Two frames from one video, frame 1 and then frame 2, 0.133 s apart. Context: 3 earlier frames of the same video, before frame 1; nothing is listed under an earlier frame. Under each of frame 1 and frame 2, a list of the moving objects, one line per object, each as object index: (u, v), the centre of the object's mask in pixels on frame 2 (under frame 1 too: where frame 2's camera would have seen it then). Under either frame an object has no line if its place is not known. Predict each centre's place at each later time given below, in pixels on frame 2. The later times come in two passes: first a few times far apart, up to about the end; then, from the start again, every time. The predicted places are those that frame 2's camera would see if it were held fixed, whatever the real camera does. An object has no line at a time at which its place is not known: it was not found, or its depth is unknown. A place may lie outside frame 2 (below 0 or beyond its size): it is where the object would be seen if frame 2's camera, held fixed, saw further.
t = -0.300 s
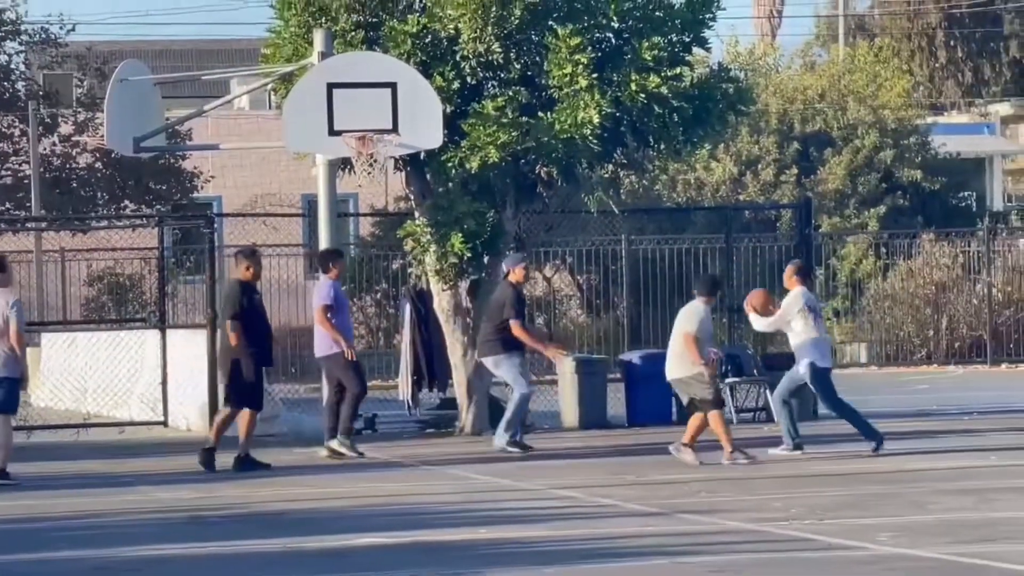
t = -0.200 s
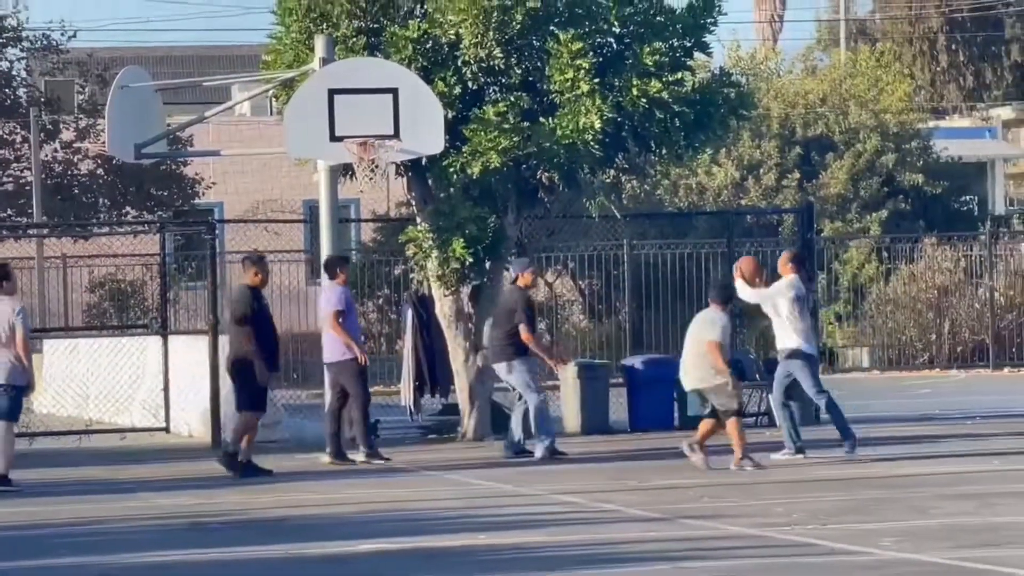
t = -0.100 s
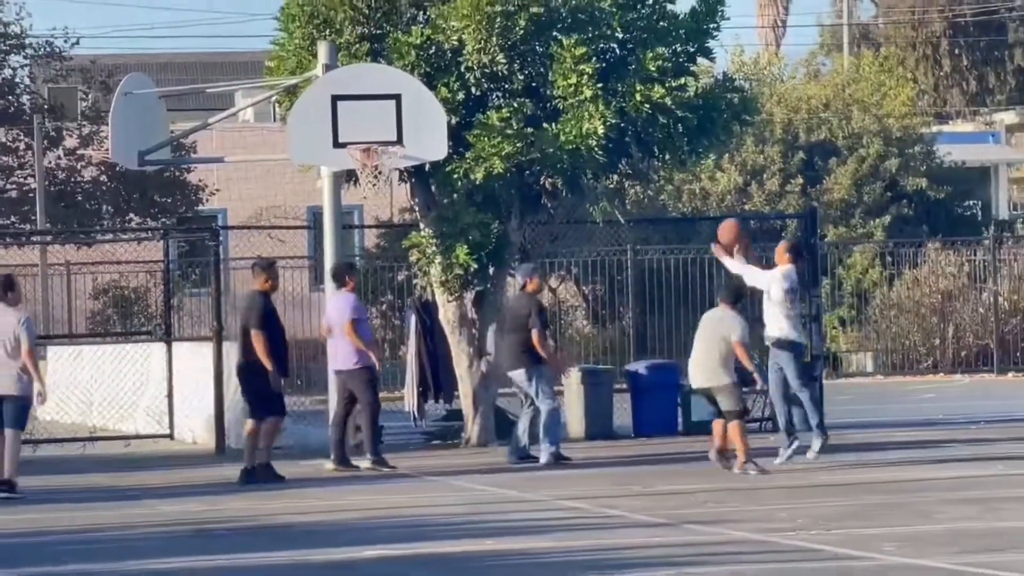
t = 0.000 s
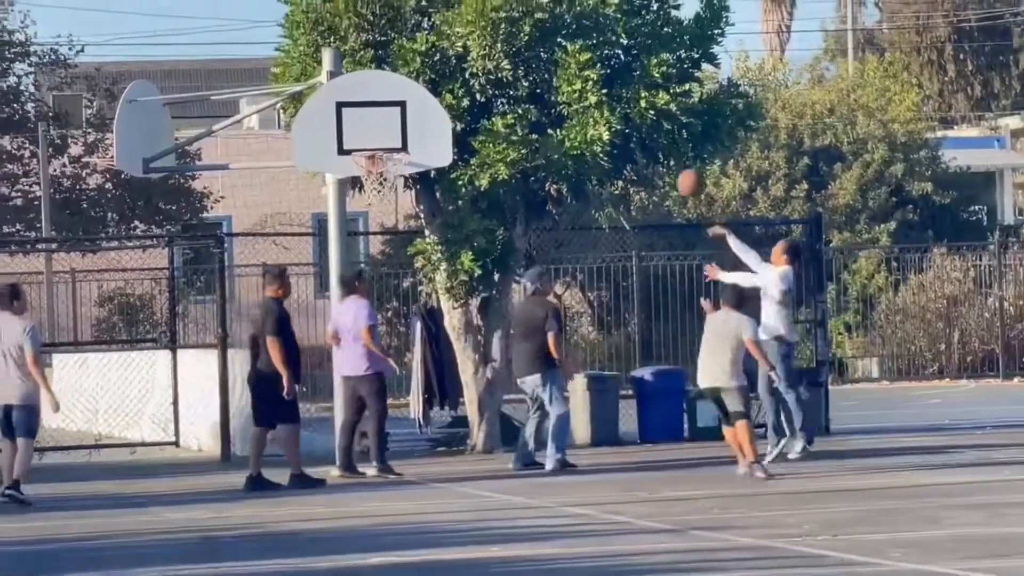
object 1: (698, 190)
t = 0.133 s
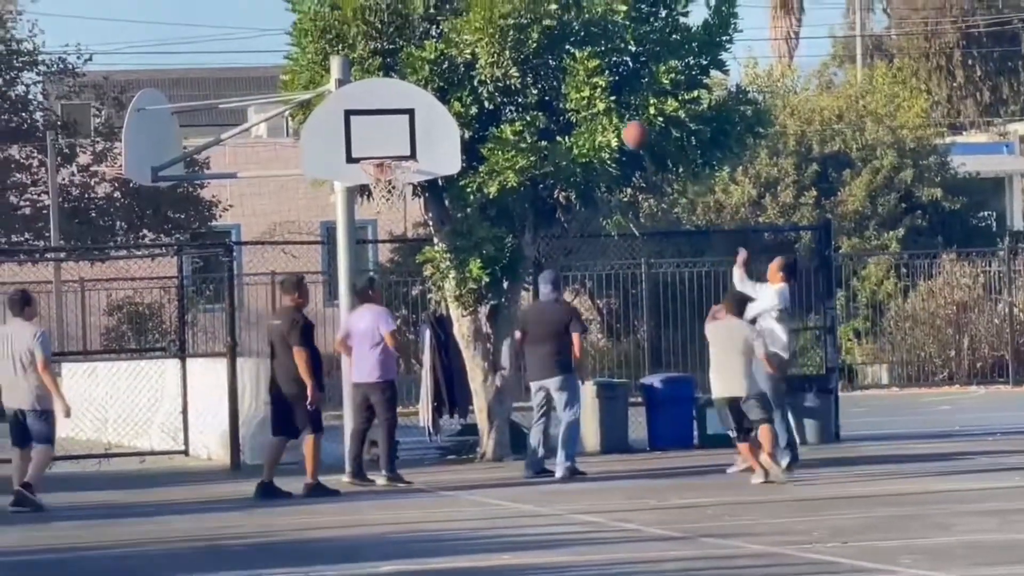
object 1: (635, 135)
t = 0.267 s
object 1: (574, 102)
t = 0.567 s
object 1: (443, 106)
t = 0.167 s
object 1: (619, 125)
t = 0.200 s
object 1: (604, 116)
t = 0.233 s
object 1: (589, 109)
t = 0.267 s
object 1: (574, 102)
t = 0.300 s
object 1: (558, 98)
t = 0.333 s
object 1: (543, 94)
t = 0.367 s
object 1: (529, 91)
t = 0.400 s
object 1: (512, 91)
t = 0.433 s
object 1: (500, 91)
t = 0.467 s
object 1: (485, 93)
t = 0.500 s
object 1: (470, 96)
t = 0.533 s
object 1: (457, 100)
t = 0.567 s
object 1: (443, 106)
